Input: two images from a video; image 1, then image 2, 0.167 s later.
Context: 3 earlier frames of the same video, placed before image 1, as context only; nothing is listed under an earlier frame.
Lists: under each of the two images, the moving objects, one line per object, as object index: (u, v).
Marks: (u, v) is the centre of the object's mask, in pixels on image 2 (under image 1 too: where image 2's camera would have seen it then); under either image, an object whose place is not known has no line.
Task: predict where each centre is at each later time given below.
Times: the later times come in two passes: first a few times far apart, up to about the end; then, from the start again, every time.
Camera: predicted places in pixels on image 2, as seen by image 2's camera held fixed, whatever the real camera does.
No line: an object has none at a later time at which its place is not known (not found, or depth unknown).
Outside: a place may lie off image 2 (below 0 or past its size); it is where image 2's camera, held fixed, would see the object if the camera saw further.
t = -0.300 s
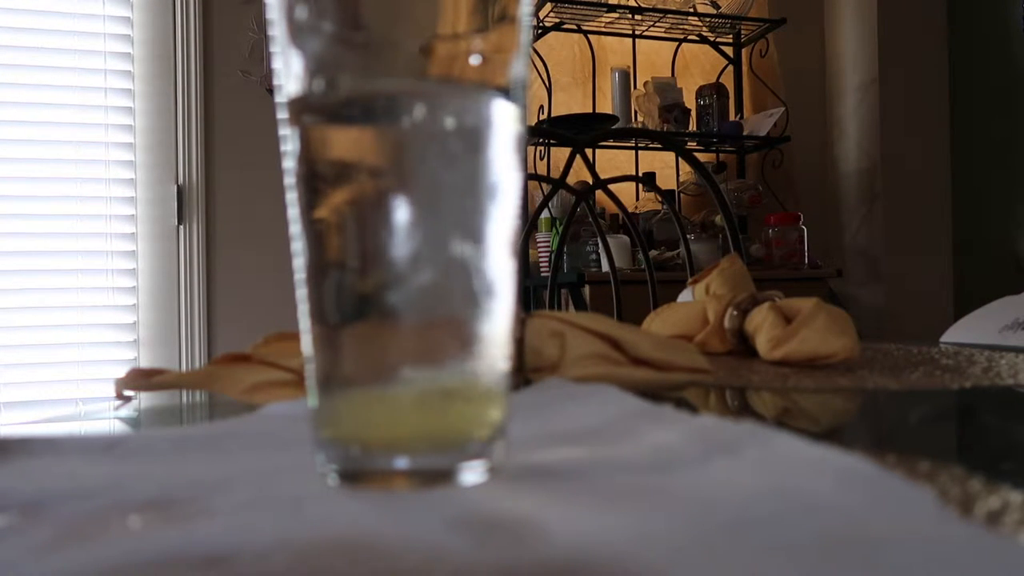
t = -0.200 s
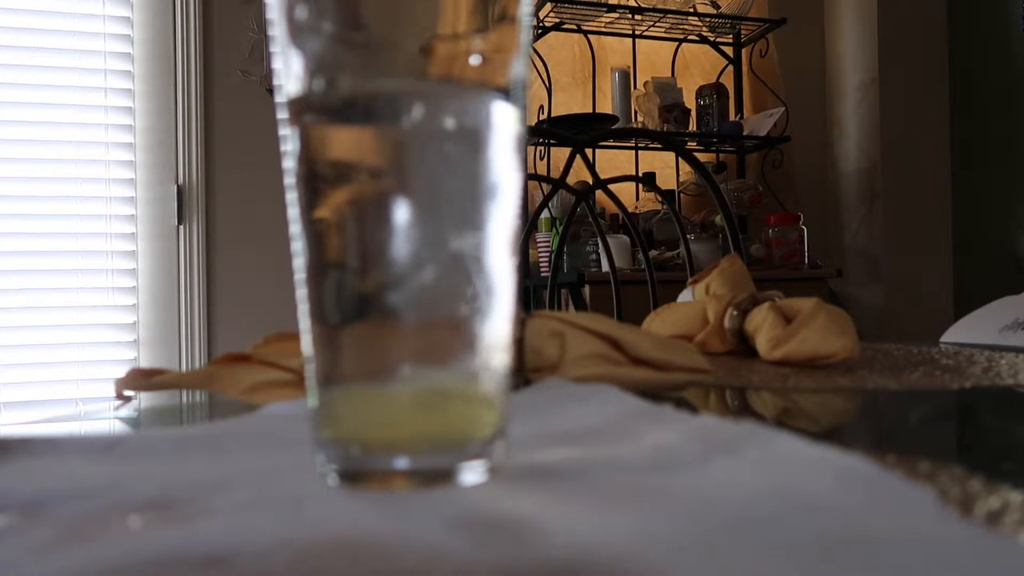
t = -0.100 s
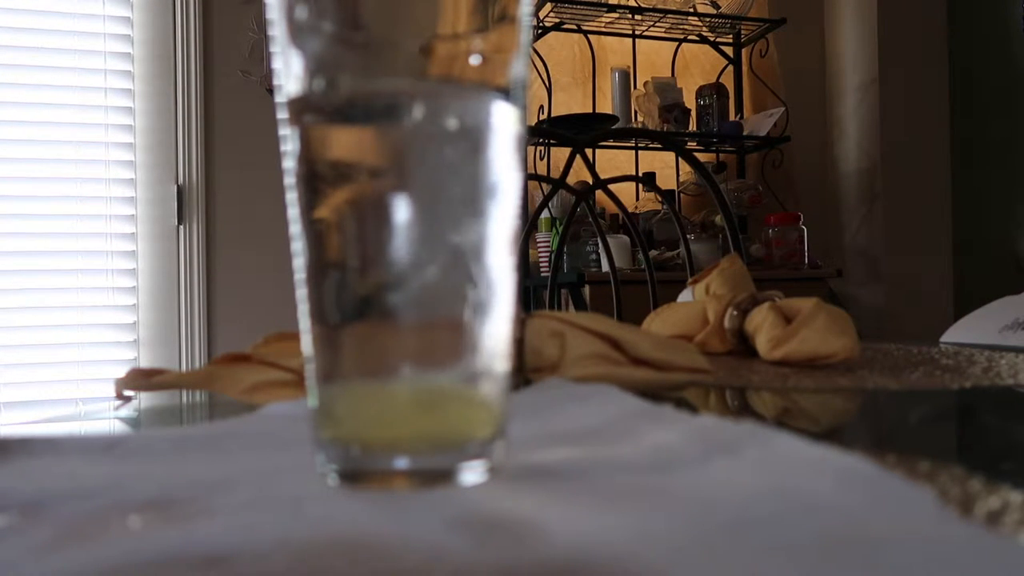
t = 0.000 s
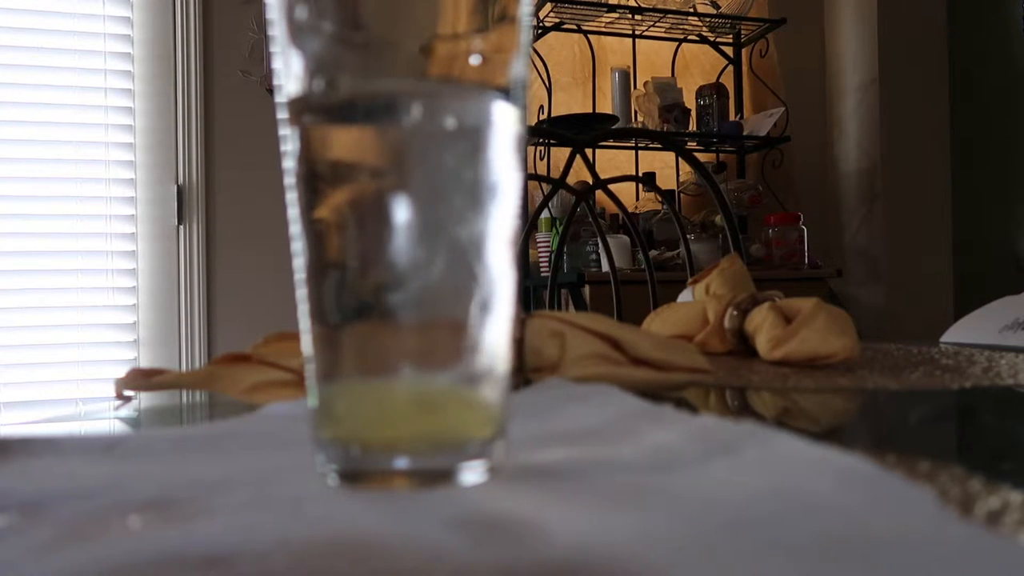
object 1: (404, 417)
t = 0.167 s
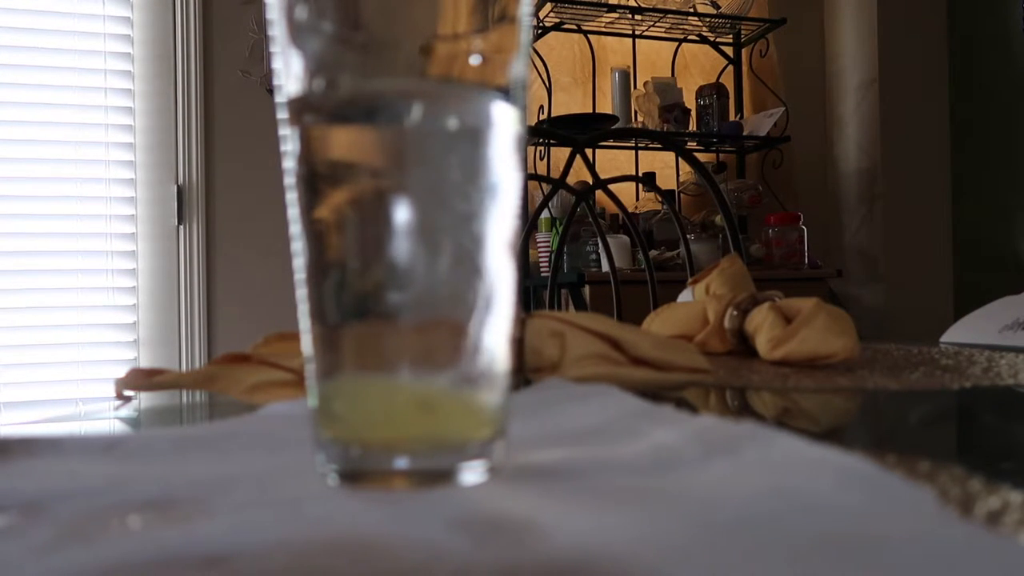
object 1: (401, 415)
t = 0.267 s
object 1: (401, 415)
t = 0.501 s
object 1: (403, 416)
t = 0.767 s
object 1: (408, 417)
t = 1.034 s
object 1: (411, 416)
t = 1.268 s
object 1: (413, 417)
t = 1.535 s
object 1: (413, 417)
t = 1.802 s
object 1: (412, 416)
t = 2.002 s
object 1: (410, 417)
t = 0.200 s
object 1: (401, 415)
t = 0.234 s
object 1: (401, 415)
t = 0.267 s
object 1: (401, 415)
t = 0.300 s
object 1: (401, 415)
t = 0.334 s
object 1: (401, 415)
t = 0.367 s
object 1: (402, 415)
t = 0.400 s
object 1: (402, 416)
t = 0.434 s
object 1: (402, 416)
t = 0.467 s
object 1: (402, 416)
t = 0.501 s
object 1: (403, 416)
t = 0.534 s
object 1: (403, 416)
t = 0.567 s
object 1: (405, 416)
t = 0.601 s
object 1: (405, 416)
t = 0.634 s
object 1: (406, 416)
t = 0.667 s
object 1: (406, 416)
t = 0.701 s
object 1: (407, 417)
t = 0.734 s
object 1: (407, 416)
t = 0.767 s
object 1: (408, 417)
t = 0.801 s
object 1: (408, 417)
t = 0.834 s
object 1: (409, 417)
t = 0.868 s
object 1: (410, 417)
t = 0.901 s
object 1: (410, 416)
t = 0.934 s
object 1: (410, 416)
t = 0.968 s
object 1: (410, 416)
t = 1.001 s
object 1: (411, 416)
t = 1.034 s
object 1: (411, 416)
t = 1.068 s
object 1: (412, 416)
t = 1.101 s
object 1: (412, 416)
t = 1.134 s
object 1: (412, 416)
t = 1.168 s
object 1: (413, 416)
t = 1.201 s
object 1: (413, 416)
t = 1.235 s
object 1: (414, 417)
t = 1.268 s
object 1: (413, 417)
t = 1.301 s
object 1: (413, 417)
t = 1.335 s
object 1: (413, 417)
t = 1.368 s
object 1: (414, 416)
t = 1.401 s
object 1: (413, 416)
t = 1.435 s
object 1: (413, 417)
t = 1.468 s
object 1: (413, 417)
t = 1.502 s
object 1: (413, 417)
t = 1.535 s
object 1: (413, 417)
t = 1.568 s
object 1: (413, 417)
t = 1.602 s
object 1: (412, 417)
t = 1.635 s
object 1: (412, 417)
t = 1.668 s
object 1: (412, 417)
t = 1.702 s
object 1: (412, 417)
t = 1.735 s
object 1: (412, 417)
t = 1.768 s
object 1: (412, 417)
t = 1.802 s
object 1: (412, 416)
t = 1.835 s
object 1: (411, 416)
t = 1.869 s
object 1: (411, 417)
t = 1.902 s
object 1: (411, 417)
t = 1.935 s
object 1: (410, 417)
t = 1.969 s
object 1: (410, 417)
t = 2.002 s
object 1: (410, 417)
